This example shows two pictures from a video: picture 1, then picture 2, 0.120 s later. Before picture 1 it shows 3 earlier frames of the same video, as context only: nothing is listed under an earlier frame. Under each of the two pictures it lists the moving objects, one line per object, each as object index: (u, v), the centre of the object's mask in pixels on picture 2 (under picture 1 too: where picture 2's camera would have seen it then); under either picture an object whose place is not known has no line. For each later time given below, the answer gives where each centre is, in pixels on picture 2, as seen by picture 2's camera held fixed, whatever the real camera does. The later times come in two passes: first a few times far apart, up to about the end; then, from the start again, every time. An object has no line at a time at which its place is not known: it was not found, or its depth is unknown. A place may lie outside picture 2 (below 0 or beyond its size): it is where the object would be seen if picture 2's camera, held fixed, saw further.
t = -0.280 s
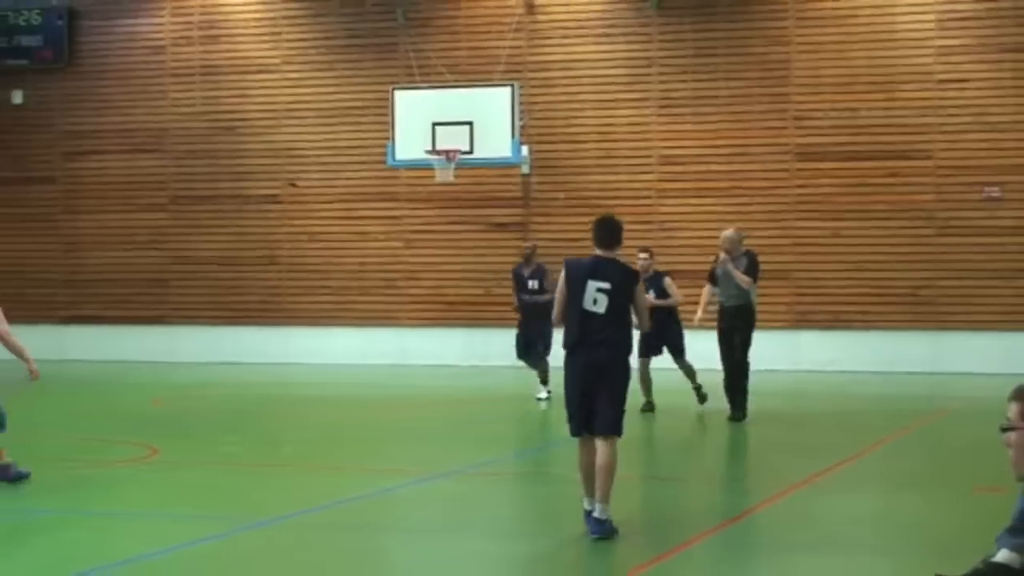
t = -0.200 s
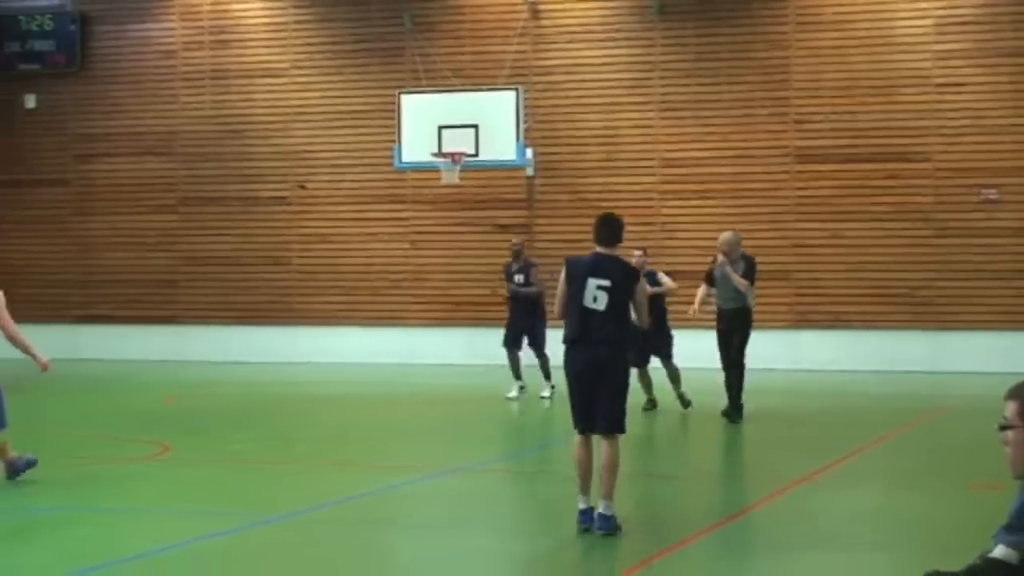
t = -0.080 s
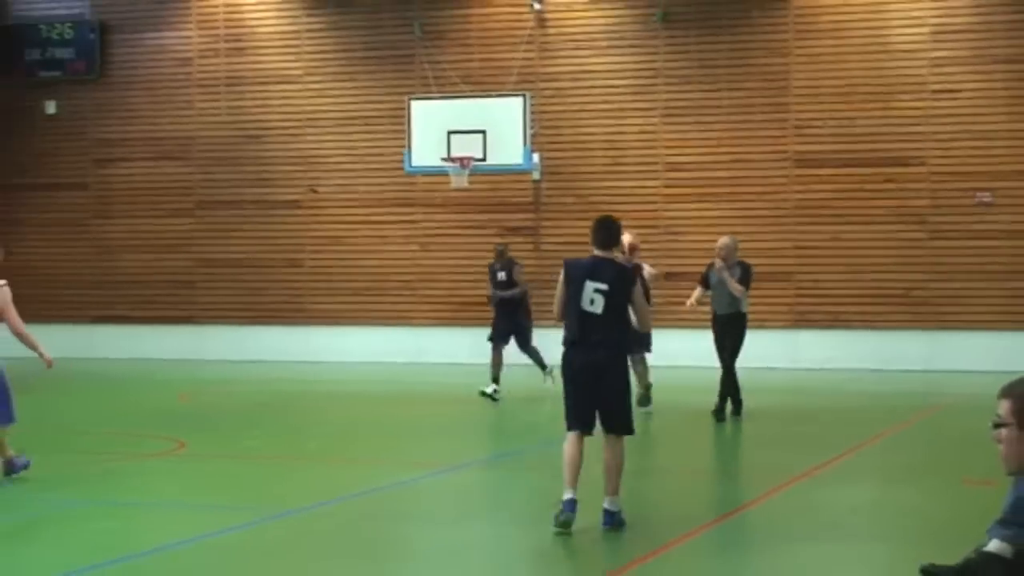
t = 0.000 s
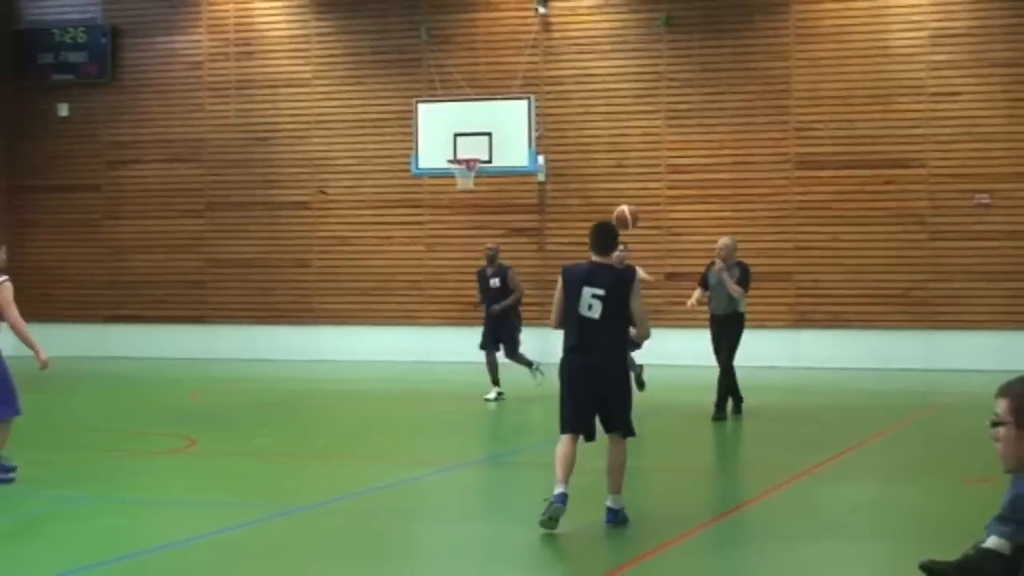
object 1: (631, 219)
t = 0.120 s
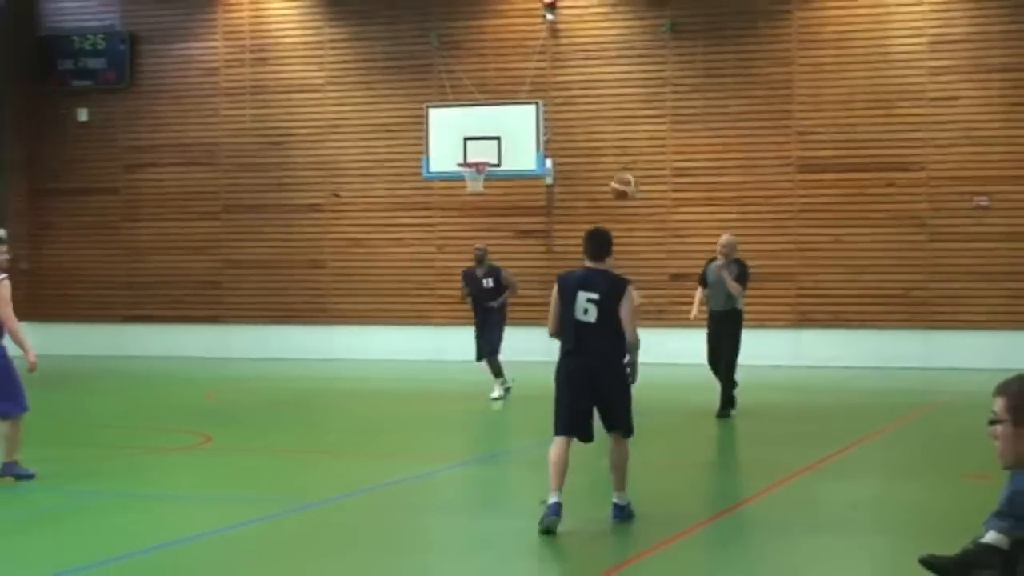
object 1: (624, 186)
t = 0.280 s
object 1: (612, 158)
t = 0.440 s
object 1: (597, 156)
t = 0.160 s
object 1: (621, 179)
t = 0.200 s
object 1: (618, 170)
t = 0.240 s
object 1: (615, 163)
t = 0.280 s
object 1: (612, 158)
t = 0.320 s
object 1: (611, 153)
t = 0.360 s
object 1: (606, 154)
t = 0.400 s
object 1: (602, 154)
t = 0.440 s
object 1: (597, 156)
